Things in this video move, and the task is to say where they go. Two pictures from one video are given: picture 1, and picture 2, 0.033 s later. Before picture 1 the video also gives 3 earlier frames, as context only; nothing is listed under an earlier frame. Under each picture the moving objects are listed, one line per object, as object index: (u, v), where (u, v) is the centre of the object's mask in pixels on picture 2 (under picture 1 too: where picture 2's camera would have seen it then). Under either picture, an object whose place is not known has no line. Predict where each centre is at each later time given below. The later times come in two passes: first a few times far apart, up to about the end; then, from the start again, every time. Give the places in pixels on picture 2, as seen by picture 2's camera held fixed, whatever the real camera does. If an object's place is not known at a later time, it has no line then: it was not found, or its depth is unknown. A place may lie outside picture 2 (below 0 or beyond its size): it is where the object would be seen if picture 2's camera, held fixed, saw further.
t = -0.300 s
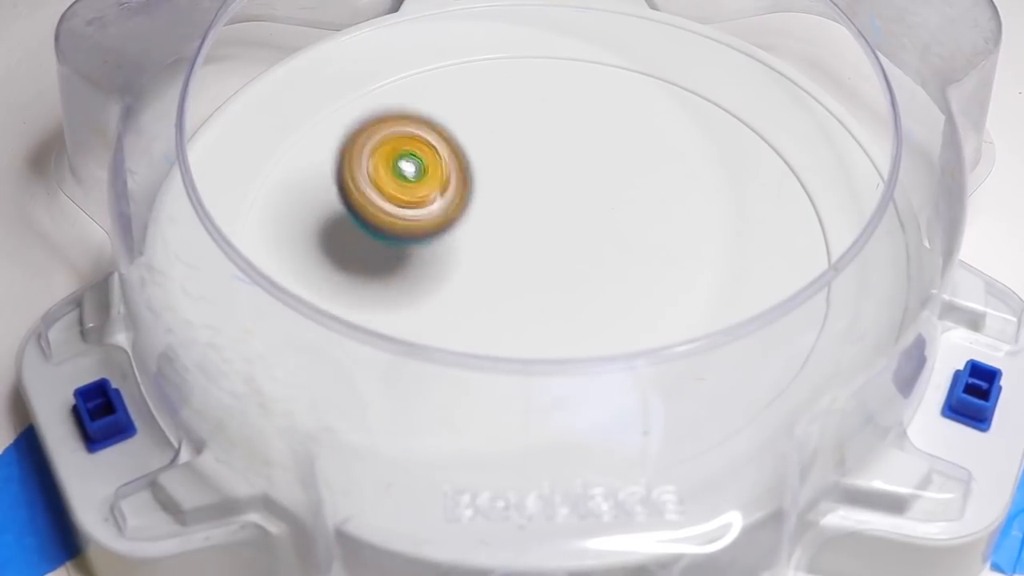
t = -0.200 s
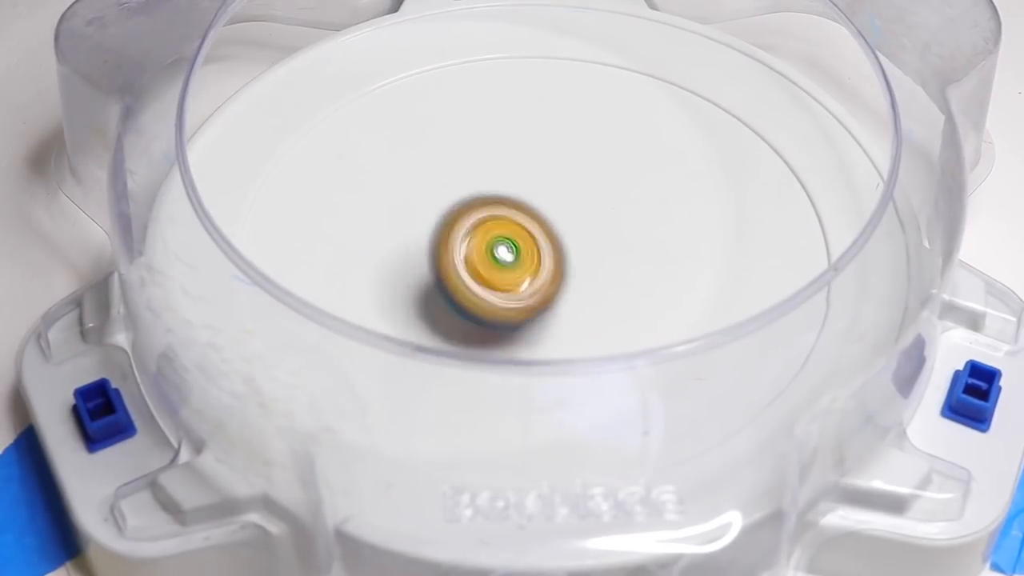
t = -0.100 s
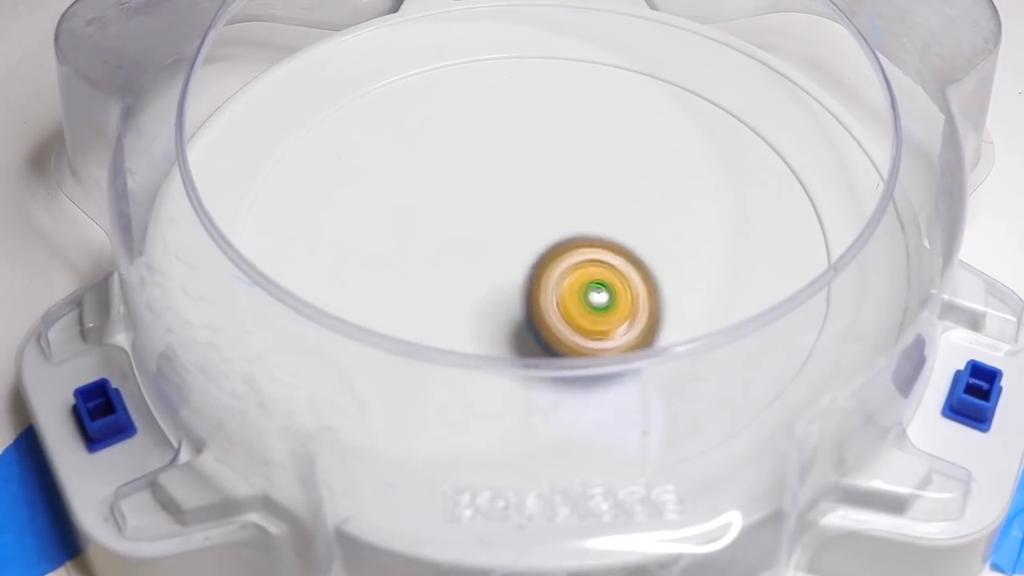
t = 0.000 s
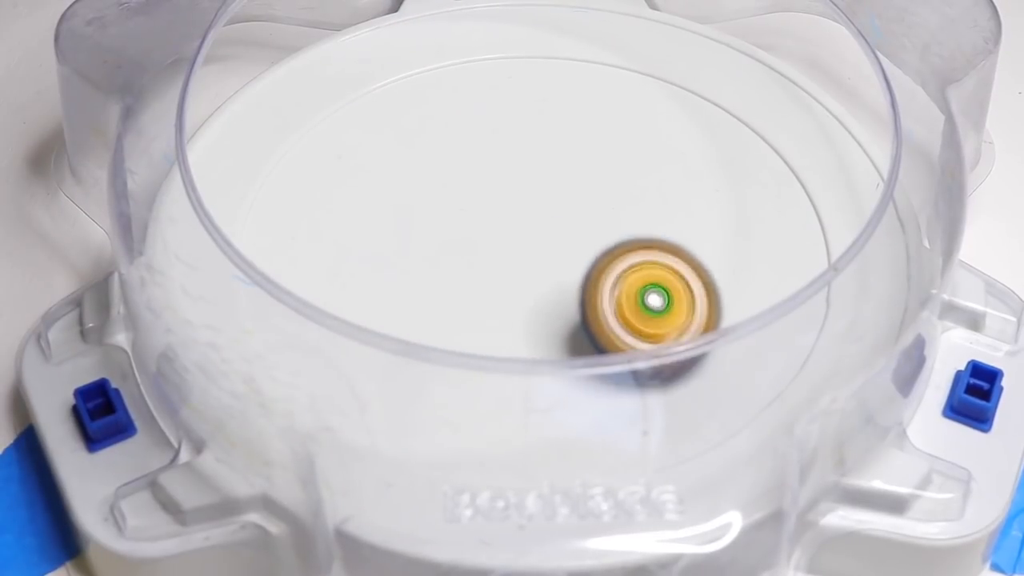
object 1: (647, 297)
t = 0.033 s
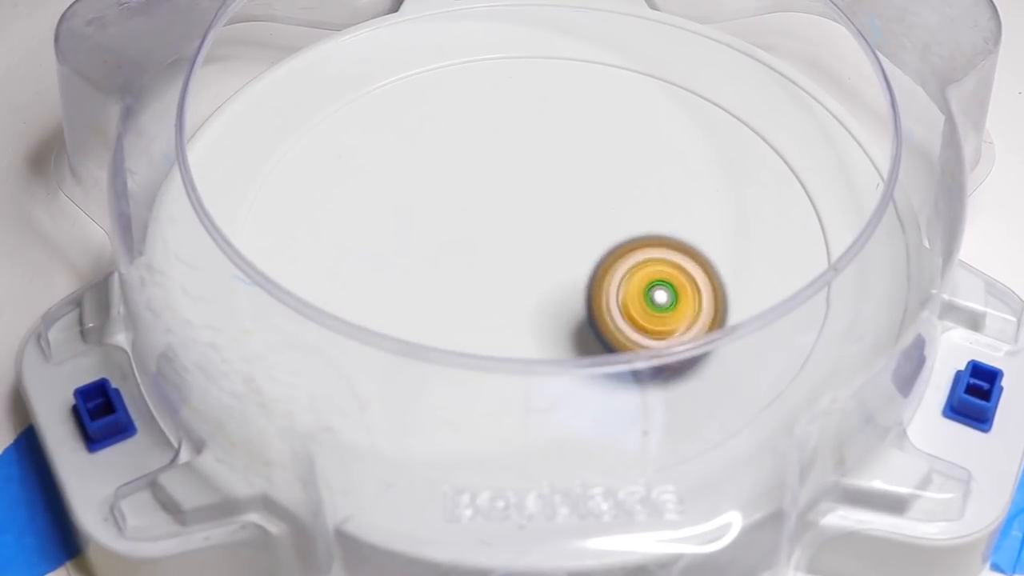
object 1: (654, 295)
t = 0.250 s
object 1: (538, 238)
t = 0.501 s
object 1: (321, 124)
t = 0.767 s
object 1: (450, 168)
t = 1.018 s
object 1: (606, 276)
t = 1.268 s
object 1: (509, 315)
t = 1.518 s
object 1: (335, 218)
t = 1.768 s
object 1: (382, 96)
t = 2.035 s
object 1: (578, 181)
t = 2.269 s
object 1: (590, 320)
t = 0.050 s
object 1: (654, 293)
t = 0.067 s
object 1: (652, 292)
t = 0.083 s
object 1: (649, 290)
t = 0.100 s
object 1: (644, 288)
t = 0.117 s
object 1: (636, 285)
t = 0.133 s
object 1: (628, 282)
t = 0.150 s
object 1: (618, 277)
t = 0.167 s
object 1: (607, 268)
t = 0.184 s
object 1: (595, 263)
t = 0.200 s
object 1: (581, 257)
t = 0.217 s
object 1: (568, 251)
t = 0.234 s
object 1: (554, 246)
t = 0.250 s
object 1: (538, 238)
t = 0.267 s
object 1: (522, 232)
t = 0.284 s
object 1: (506, 225)
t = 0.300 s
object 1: (491, 218)
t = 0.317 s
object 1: (475, 211)
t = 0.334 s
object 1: (460, 202)
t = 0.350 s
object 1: (443, 196)
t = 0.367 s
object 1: (428, 187)
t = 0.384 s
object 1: (411, 181)
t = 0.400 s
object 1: (397, 173)
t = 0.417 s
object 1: (382, 164)
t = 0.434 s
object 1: (368, 156)
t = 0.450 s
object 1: (354, 148)
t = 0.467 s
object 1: (342, 140)
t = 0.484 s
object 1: (331, 132)
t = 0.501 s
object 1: (321, 124)
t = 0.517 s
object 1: (312, 117)
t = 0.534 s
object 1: (310, 110)
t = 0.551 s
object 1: (314, 105)
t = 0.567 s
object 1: (318, 106)
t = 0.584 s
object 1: (323, 113)
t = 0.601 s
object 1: (329, 119)
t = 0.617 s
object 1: (339, 119)
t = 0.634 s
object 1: (348, 124)
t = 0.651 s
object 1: (358, 130)
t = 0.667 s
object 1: (369, 134)
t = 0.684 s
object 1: (382, 139)
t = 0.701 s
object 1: (395, 144)
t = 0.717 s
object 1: (409, 150)
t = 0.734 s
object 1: (423, 156)
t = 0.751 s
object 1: (437, 162)
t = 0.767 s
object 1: (450, 168)
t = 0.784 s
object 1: (465, 174)
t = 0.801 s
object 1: (481, 181)
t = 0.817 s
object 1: (495, 188)
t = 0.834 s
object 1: (510, 195)
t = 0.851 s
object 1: (523, 201)
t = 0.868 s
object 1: (536, 208)
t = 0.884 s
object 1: (548, 216)
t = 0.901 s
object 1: (559, 224)
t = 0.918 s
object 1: (570, 231)
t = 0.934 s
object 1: (579, 240)
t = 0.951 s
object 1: (587, 247)
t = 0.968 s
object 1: (593, 255)
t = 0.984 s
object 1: (598, 263)
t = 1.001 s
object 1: (602, 270)
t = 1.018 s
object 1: (606, 276)
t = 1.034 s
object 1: (608, 284)
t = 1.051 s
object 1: (607, 290)
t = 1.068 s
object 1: (607, 295)
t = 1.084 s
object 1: (604, 299)
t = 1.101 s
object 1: (600, 303)
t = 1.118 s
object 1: (594, 306)
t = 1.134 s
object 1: (587, 309)
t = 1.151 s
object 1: (580, 310)
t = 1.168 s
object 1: (572, 314)
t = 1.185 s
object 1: (563, 314)
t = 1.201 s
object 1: (553, 316)
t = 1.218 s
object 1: (543, 315)
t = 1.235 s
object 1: (533, 317)
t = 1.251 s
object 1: (521, 316)
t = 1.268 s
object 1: (509, 315)
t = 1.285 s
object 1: (496, 313)
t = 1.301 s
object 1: (483, 311)
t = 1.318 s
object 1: (469, 308)
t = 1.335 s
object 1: (455, 304)
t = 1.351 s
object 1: (442, 300)
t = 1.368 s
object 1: (429, 295)
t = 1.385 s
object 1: (416, 290)
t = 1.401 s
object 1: (403, 283)
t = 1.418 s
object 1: (390, 277)
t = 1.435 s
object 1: (379, 268)
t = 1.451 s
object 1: (367, 261)
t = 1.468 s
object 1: (357, 252)
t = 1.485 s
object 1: (349, 241)
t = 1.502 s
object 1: (342, 229)
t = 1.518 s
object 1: (335, 218)
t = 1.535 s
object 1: (329, 206)
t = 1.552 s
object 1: (324, 194)
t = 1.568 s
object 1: (321, 182)
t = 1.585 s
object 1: (319, 170)
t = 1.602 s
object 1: (318, 158)
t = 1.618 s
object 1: (319, 148)
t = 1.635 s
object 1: (322, 137)
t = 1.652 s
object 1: (325, 129)
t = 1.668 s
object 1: (331, 120)
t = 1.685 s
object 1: (337, 114)
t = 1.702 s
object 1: (345, 108)
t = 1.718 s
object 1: (353, 103)
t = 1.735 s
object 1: (362, 99)
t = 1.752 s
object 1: (372, 97)
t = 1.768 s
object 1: (382, 96)
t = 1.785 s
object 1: (394, 95)
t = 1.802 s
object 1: (405, 96)
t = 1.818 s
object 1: (419, 97)
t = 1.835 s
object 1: (431, 99)
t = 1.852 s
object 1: (445, 102)
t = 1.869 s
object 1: (458, 106)
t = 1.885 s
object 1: (471, 110)
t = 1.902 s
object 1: (485, 115)
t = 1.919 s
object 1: (498, 121)
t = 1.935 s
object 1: (511, 128)
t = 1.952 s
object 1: (523, 136)
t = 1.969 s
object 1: (535, 143)
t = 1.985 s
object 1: (547, 152)
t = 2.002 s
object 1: (558, 161)
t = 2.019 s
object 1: (569, 171)
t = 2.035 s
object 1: (578, 181)
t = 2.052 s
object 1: (588, 191)
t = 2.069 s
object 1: (596, 201)
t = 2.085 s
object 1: (603, 212)
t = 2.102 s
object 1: (610, 223)
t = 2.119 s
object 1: (615, 234)
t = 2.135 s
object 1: (618, 245)
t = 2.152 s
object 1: (621, 257)
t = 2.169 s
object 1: (622, 269)
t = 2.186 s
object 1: (621, 282)
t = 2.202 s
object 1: (619, 292)
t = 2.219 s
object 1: (614, 301)
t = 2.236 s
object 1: (609, 308)
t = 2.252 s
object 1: (600, 314)
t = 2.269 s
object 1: (590, 320)
